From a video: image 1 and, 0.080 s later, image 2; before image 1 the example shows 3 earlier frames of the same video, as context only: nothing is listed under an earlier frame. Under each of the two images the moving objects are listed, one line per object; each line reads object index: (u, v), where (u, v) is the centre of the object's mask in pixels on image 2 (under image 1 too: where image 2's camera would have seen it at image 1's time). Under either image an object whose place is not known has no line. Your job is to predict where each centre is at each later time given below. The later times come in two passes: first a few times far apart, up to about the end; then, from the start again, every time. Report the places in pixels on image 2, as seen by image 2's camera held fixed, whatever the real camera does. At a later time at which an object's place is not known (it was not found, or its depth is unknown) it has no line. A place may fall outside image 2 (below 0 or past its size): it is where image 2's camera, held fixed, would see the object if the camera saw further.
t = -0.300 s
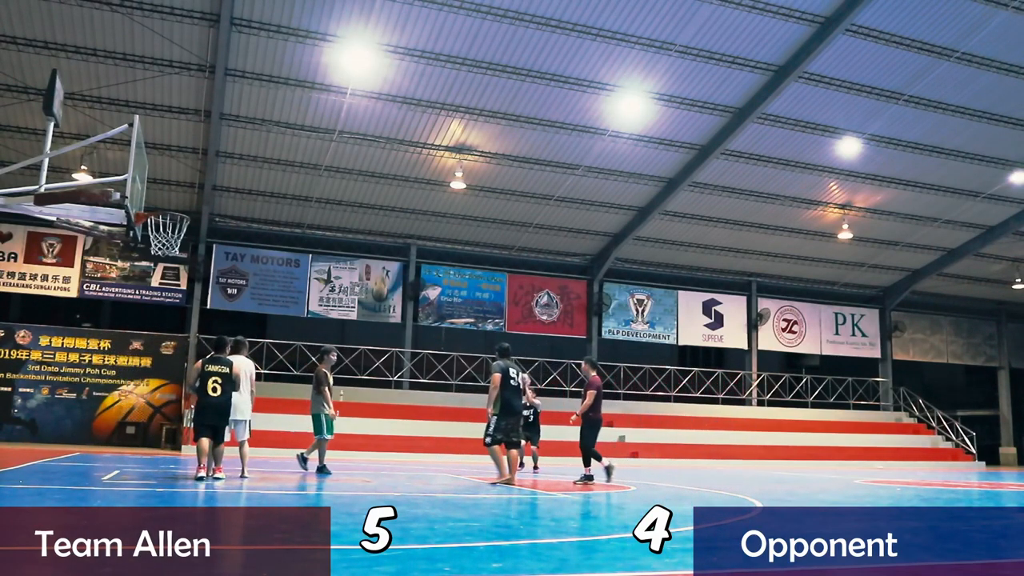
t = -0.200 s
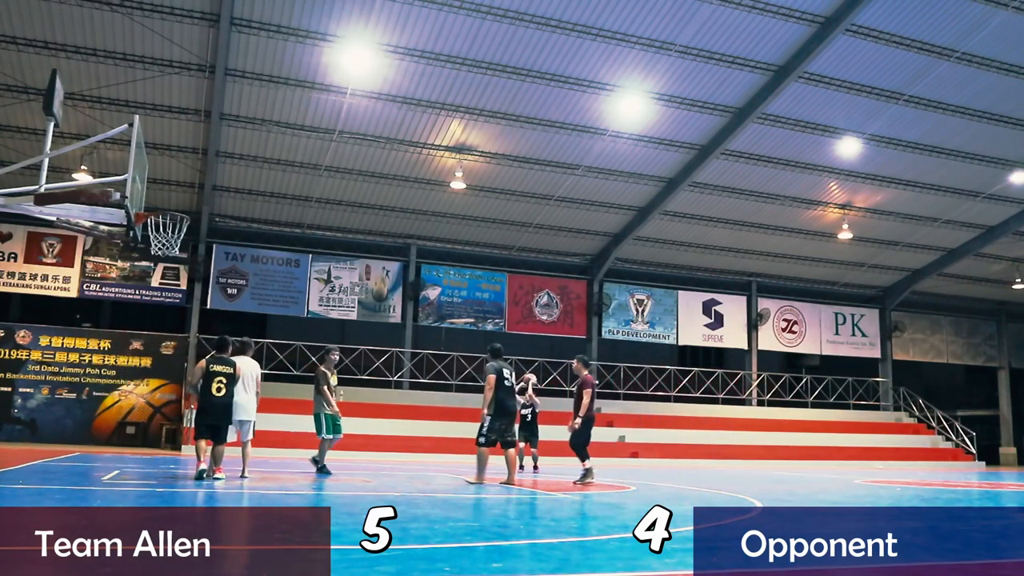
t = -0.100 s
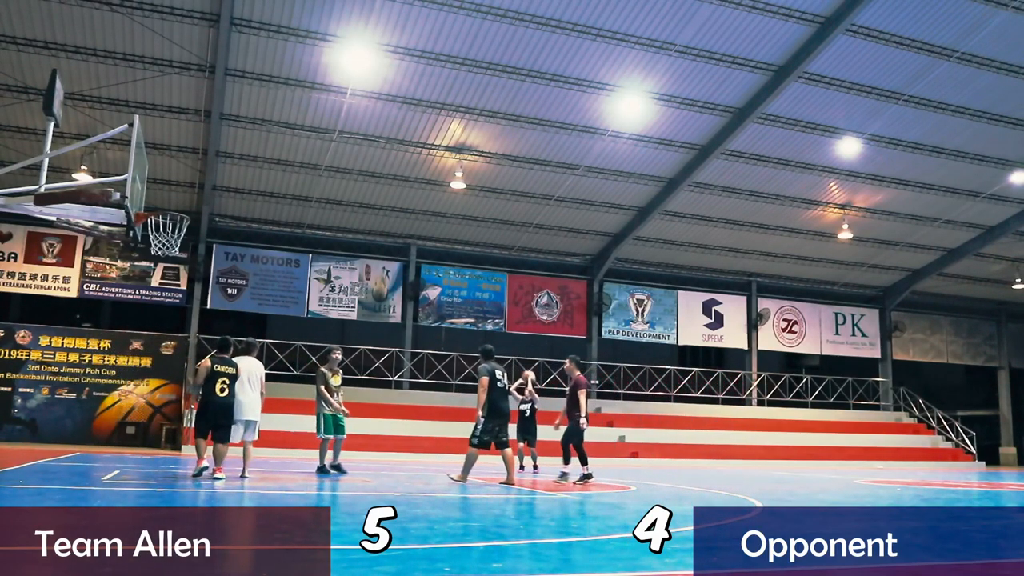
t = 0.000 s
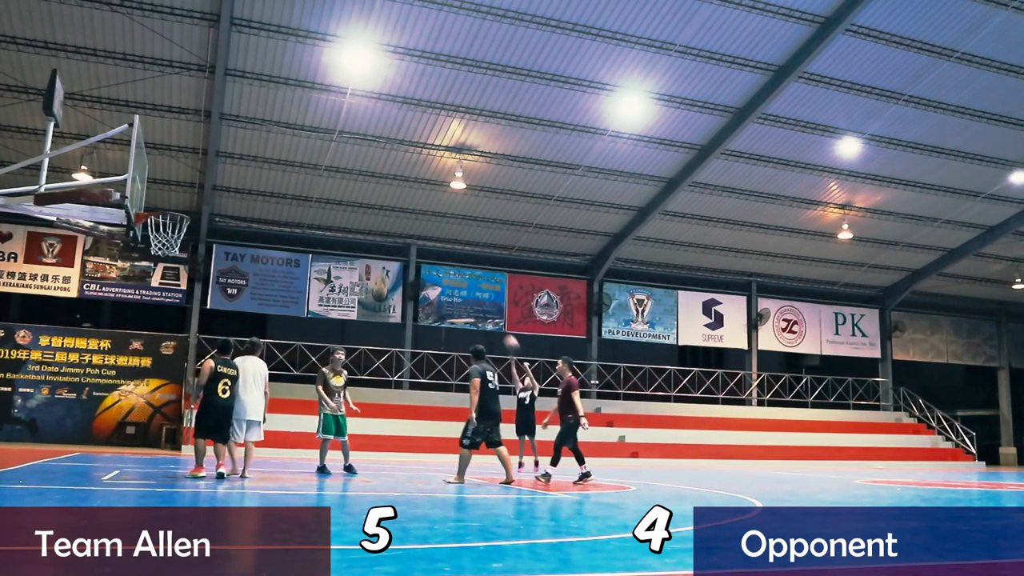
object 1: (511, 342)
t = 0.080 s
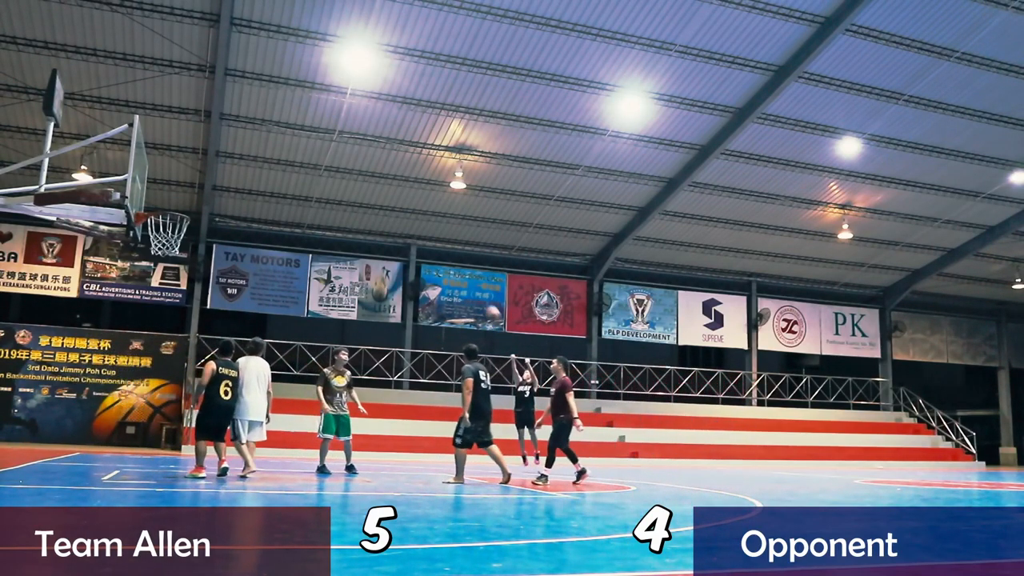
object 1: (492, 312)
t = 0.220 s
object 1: (458, 266)
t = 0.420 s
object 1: (407, 216)
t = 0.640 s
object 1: (343, 186)
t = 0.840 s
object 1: (275, 183)
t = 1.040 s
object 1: (199, 208)
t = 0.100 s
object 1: (487, 305)
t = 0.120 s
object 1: (483, 298)
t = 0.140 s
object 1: (479, 292)
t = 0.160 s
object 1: (473, 286)
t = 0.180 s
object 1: (469, 279)
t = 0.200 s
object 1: (463, 273)
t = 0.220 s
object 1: (458, 266)
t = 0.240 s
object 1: (453, 260)
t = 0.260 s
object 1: (449, 255)
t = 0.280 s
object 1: (444, 249)
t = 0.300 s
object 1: (439, 243)
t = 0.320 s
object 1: (433, 237)
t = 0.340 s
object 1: (429, 234)
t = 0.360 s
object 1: (423, 229)
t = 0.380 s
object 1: (418, 224)
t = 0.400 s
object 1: (412, 220)
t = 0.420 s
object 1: (407, 216)
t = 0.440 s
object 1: (401, 212)
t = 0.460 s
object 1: (395, 208)
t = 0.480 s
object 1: (390, 205)
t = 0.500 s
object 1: (385, 202)
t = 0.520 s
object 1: (379, 199)
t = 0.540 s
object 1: (374, 196)
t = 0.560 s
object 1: (368, 194)
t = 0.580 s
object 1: (362, 191)
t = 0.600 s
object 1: (355, 189)
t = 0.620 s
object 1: (349, 187)
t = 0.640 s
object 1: (343, 186)
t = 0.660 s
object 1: (336, 184)
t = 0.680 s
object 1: (330, 183)
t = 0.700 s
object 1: (323, 182)
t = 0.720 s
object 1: (317, 181)
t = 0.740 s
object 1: (310, 181)
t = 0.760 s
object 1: (304, 181)
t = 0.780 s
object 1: (296, 181)
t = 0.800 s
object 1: (290, 181)
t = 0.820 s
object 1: (282, 182)
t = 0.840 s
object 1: (275, 183)
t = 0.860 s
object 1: (268, 183)
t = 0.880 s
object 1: (261, 185)
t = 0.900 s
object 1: (254, 186)
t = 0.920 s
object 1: (247, 188)
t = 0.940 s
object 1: (239, 190)
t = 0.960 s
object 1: (232, 193)
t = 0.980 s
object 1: (223, 198)
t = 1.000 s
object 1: (214, 199)
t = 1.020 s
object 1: (206, 202)
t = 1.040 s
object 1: (199, 208)
